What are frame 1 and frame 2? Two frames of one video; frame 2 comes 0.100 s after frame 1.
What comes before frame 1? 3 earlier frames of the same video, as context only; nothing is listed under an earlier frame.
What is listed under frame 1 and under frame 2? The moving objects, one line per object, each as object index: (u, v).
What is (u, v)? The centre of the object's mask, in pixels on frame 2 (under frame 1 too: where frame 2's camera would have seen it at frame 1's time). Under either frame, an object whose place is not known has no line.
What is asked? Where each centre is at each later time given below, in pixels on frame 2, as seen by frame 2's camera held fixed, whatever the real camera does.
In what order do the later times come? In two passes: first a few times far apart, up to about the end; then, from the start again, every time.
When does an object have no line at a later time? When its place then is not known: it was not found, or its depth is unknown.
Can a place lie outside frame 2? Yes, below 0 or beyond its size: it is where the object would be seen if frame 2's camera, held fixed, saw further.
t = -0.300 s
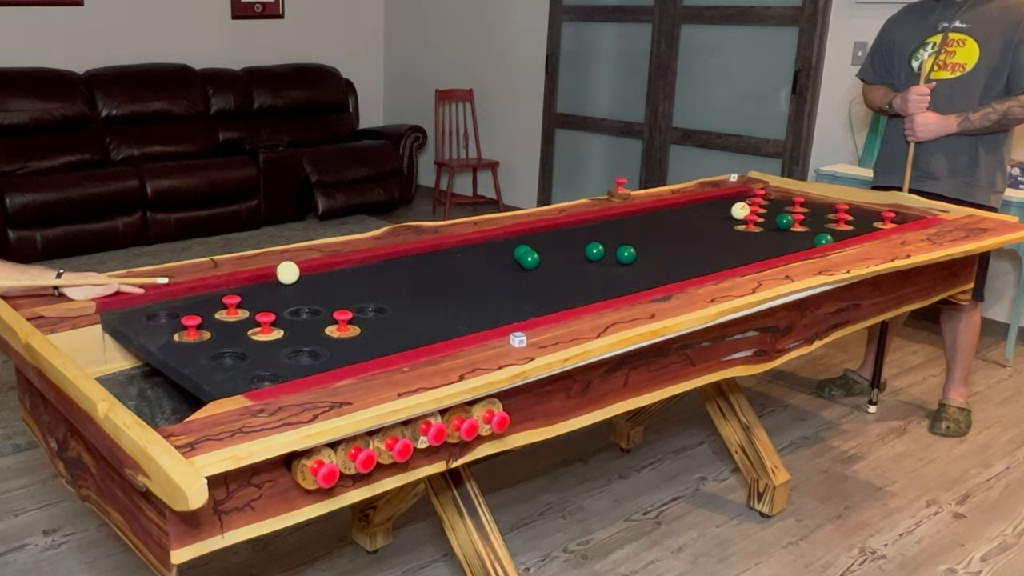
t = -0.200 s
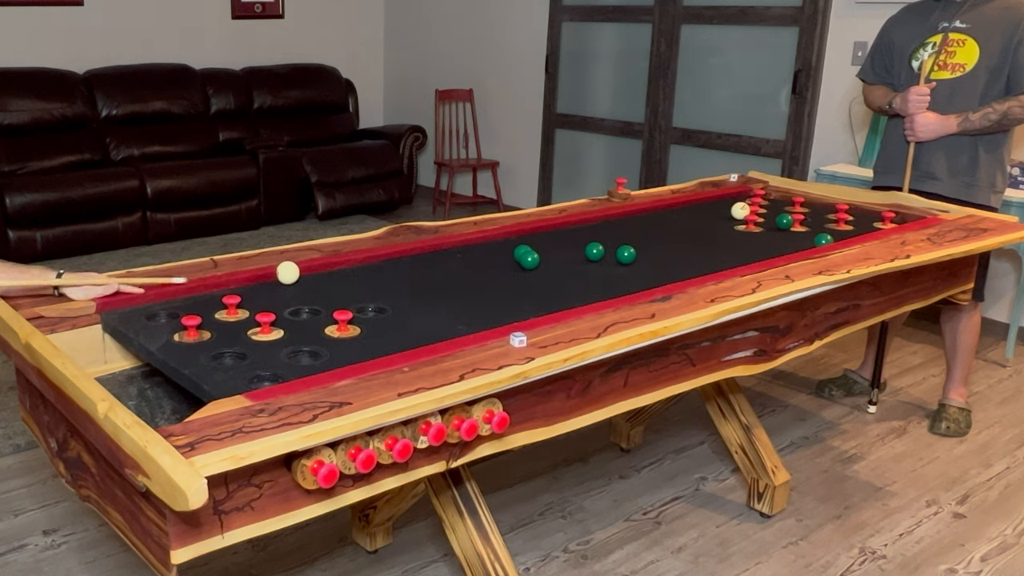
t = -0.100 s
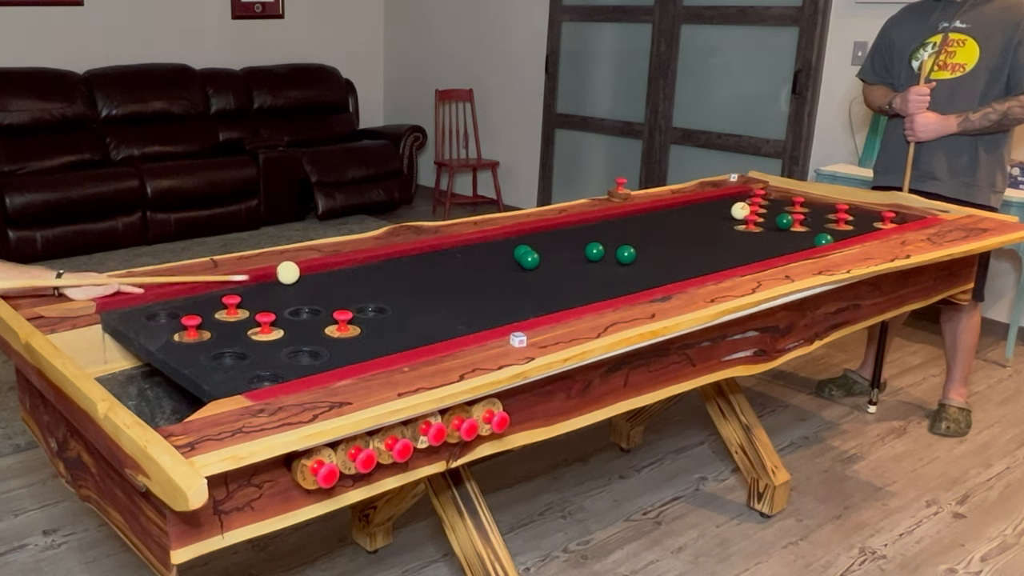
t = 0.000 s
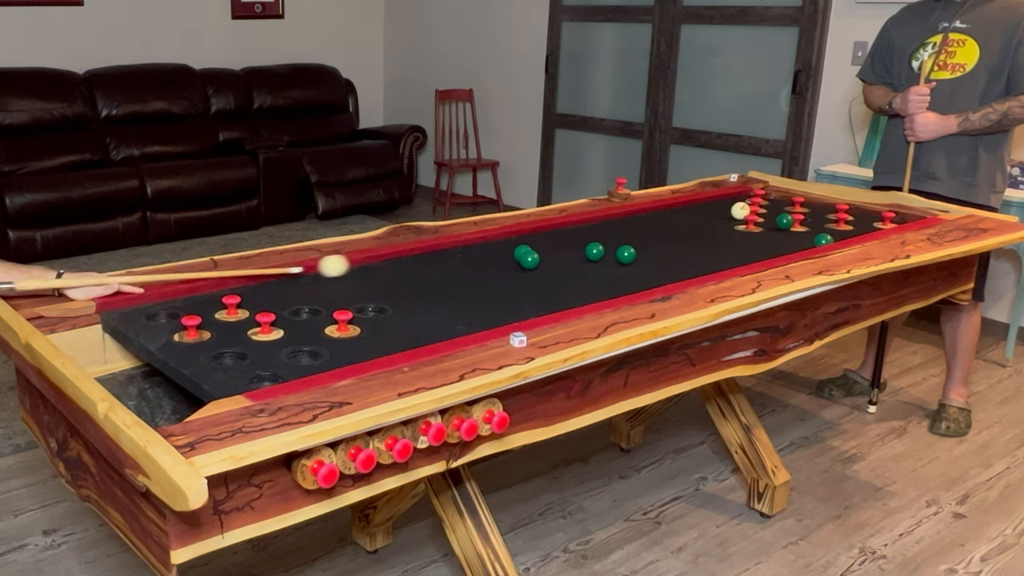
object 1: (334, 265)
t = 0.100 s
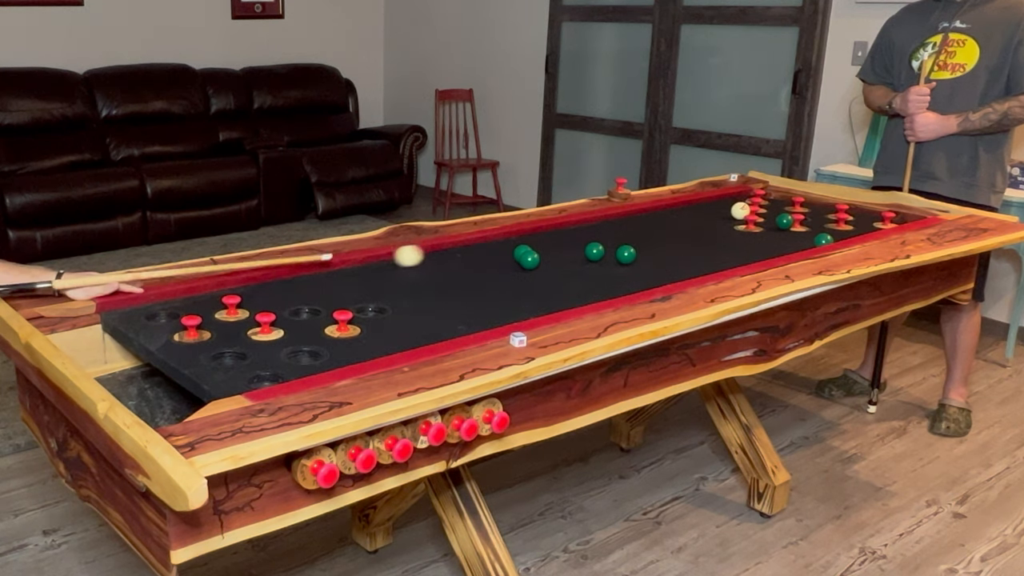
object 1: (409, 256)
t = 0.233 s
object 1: (492, 244)
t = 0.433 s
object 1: (590, 231)
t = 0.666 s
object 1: (678, 219)
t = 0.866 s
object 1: (722, 212)
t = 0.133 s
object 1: (431, 253)
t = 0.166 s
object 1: (453, 250)
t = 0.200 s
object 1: (473, 247)
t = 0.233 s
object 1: (492, 244)
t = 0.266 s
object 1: (510, 241)
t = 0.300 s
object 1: (529, 238)
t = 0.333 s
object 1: (545, 237)
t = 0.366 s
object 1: (561, 235)
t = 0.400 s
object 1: (576, 233)
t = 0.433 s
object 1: (590, 231)
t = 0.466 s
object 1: (604, 229)
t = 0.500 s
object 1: (617, 227)
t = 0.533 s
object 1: (630, 225)
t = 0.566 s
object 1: (642, 224)
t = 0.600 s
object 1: (654, 222)
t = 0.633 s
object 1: (666, 220)
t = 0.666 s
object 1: (678, 219)
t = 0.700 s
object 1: (689, 217)
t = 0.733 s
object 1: (700, 216)
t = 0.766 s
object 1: (712, 214)
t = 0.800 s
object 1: (722, 212)
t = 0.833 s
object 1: (725, 212)
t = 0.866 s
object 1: (722, 212)
